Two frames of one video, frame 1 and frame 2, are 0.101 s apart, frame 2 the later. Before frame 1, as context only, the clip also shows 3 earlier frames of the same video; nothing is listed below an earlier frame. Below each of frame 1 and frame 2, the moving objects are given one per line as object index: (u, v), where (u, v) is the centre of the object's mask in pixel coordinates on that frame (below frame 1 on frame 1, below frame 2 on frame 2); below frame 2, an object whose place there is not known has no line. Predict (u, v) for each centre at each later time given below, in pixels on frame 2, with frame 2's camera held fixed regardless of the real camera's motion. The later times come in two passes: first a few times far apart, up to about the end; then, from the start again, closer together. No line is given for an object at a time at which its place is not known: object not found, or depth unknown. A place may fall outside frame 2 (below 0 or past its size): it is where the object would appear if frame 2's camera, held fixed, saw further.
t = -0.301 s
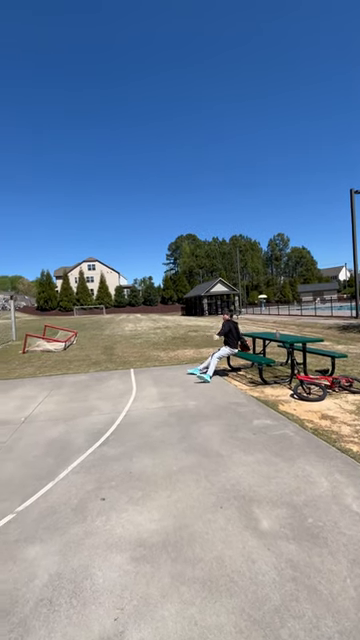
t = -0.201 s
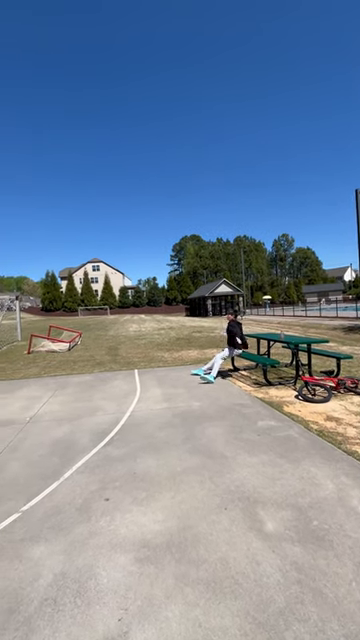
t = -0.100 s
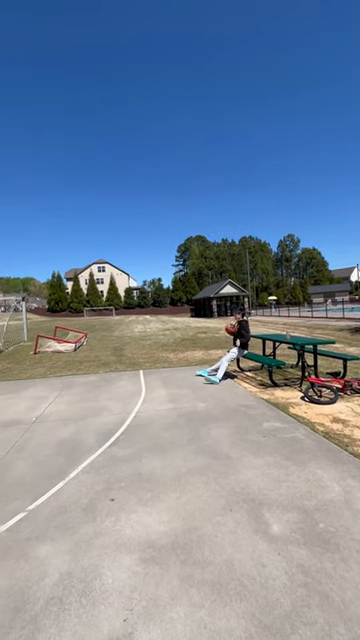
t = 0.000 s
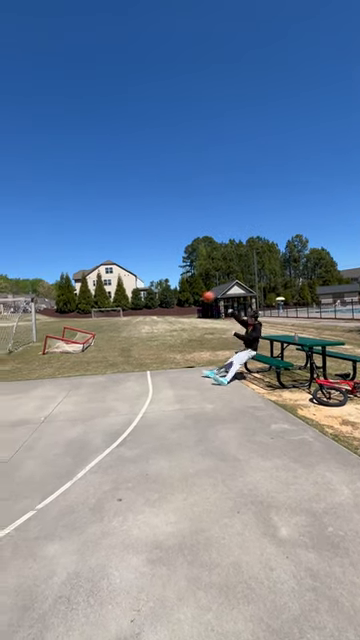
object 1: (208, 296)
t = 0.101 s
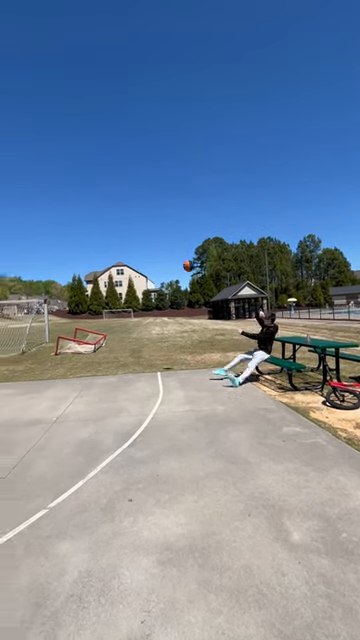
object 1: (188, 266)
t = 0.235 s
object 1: (148, 228)
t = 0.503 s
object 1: (70, 184)
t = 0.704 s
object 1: (16, 175)
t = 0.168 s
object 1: (168, 246)
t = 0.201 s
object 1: (158, 237)
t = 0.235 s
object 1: (148, 228)
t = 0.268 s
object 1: (138, 220)
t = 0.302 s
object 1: (129, 213)
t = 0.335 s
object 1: (118, 206)
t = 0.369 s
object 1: (108, 201)
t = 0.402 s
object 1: (98, 195)
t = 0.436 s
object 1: (89, 191)
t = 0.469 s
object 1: (79, 187)
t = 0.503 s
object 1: (70, 184)
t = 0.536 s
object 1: (61, 181)
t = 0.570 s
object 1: (52, 179)
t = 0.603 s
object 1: (43, 177)
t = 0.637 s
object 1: (34, 176)
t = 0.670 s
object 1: (25, 175)
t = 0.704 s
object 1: (16, 175)
